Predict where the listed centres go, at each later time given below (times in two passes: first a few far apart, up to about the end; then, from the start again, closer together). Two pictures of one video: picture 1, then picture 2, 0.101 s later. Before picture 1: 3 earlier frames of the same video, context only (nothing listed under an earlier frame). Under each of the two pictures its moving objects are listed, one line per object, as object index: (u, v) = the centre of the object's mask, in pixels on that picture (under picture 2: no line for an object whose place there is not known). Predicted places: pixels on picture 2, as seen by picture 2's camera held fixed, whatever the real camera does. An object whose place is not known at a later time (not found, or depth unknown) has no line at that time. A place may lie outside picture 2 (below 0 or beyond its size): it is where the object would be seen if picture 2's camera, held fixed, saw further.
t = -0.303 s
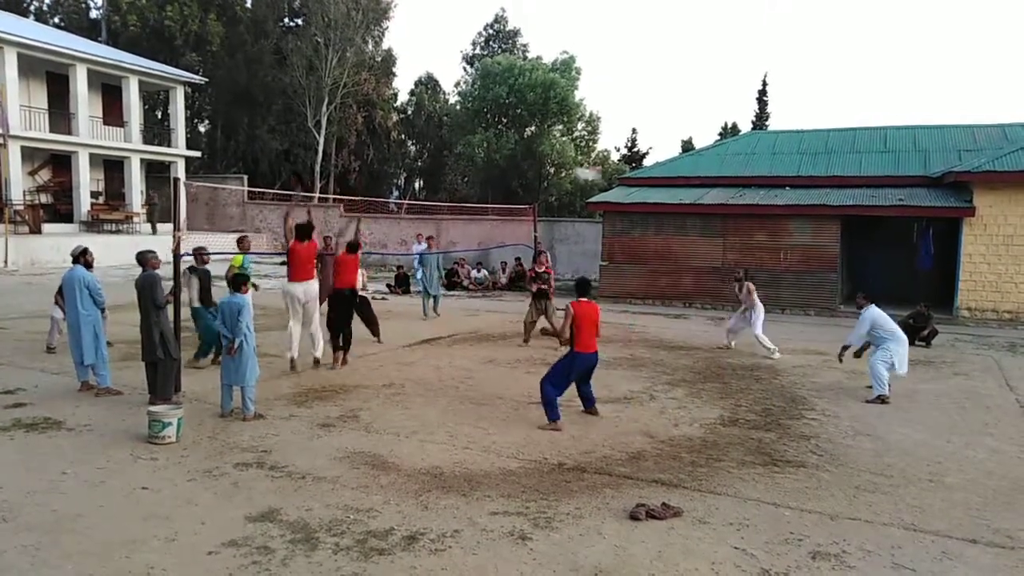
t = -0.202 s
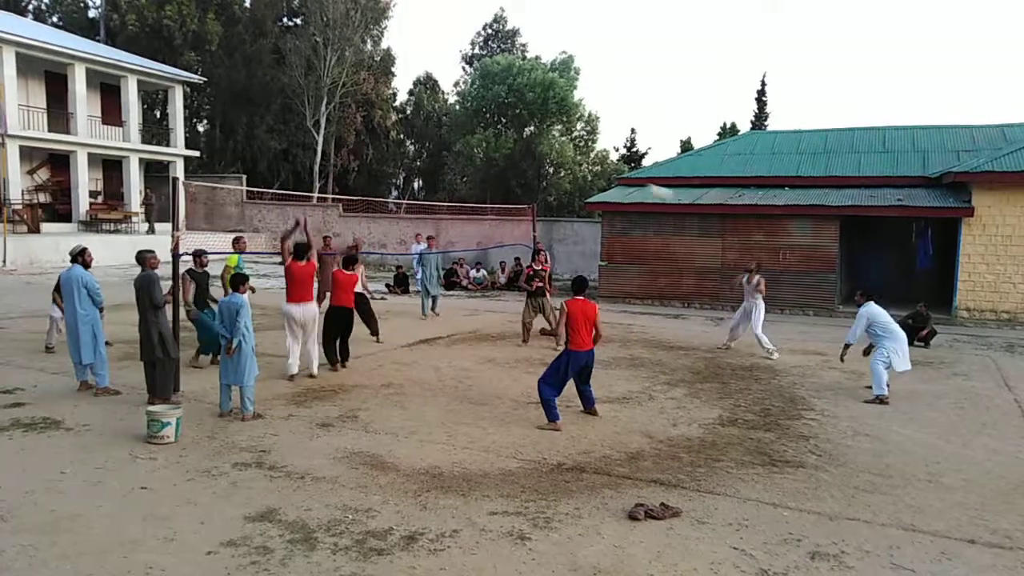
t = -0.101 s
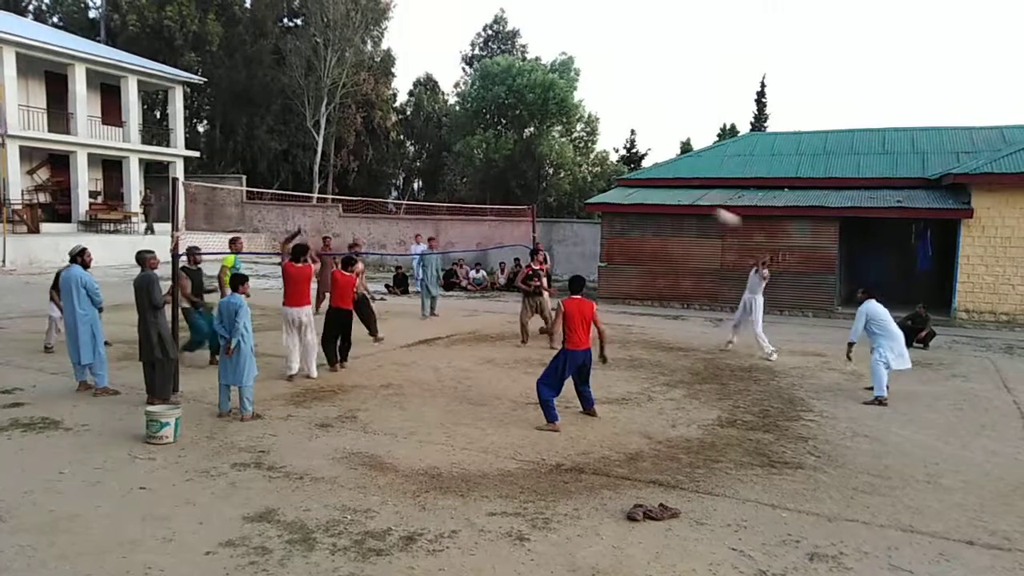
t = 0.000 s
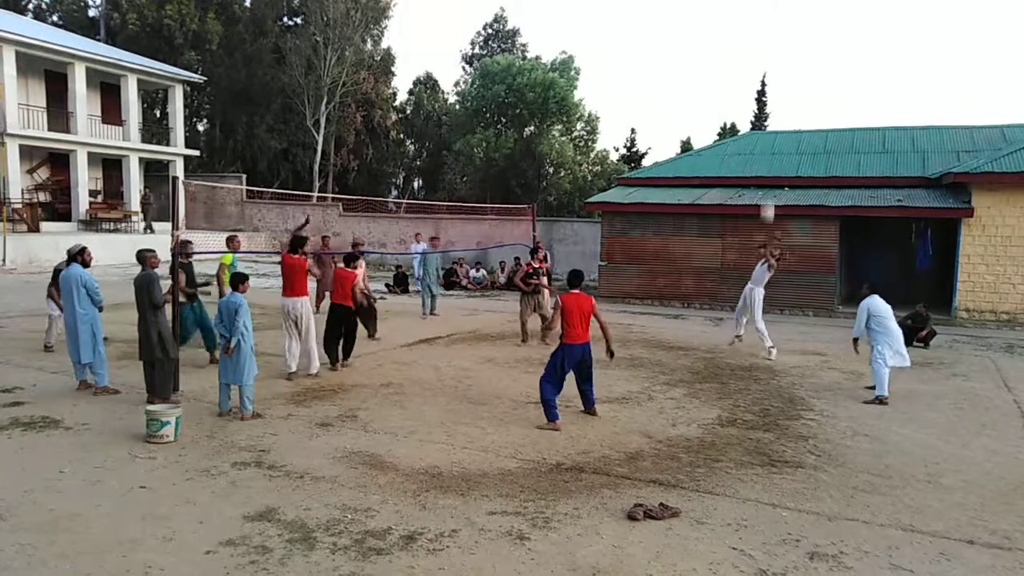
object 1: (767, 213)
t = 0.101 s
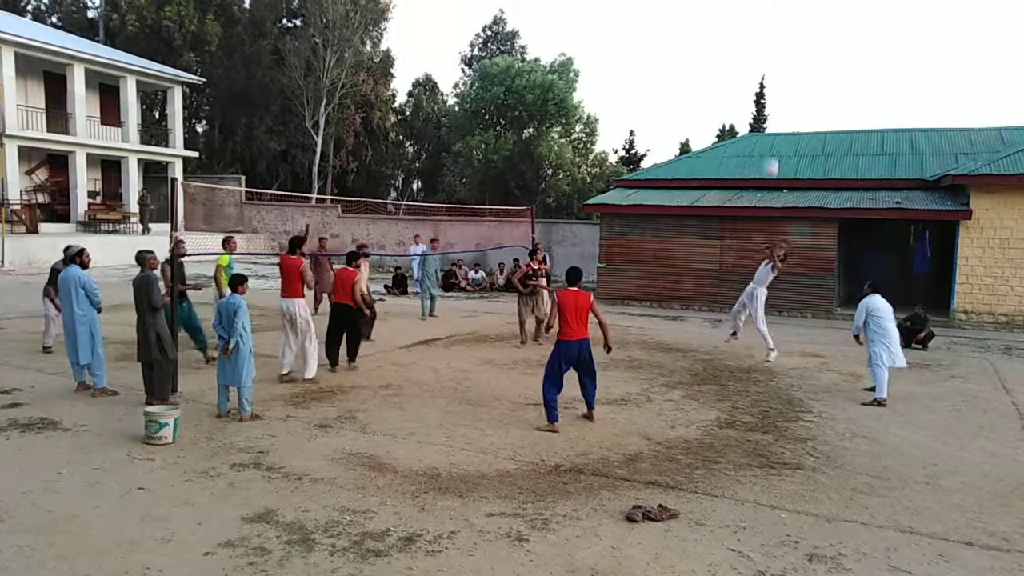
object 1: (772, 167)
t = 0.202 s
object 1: (774, 132)
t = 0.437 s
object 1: (785, 70)
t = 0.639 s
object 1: (795, 47)
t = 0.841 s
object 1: (801, 49)
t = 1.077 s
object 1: (808, 80)
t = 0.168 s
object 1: (774, 141)
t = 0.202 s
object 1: (774, 132)
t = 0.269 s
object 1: (777, 109)
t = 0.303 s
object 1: (780, 100)
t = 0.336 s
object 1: (781, 91)
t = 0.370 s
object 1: (782, 83)
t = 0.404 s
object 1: (784, 76)
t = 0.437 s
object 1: (785, 70)
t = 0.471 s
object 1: (787, 64)
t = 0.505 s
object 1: (789, 59)
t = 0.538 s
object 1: (790, 55)
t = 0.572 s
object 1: (792, 51)
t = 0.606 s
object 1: (793, 49)
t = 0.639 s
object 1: (795, 47)
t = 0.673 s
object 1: (796, 46)
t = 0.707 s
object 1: (797, 45)
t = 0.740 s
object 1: (798, 45)
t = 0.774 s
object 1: (799, 46)
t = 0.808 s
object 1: (800, 47)
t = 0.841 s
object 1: (801, 49)
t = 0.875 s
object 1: (803, 52)
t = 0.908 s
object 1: (804, 55)
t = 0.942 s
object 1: (805, 59)
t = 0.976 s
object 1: (805, 63)
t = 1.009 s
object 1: (806, 68)
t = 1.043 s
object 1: (807, 74)
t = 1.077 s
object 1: (808, 80)
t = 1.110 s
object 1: (808, 87)
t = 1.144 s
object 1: (809, 94)
